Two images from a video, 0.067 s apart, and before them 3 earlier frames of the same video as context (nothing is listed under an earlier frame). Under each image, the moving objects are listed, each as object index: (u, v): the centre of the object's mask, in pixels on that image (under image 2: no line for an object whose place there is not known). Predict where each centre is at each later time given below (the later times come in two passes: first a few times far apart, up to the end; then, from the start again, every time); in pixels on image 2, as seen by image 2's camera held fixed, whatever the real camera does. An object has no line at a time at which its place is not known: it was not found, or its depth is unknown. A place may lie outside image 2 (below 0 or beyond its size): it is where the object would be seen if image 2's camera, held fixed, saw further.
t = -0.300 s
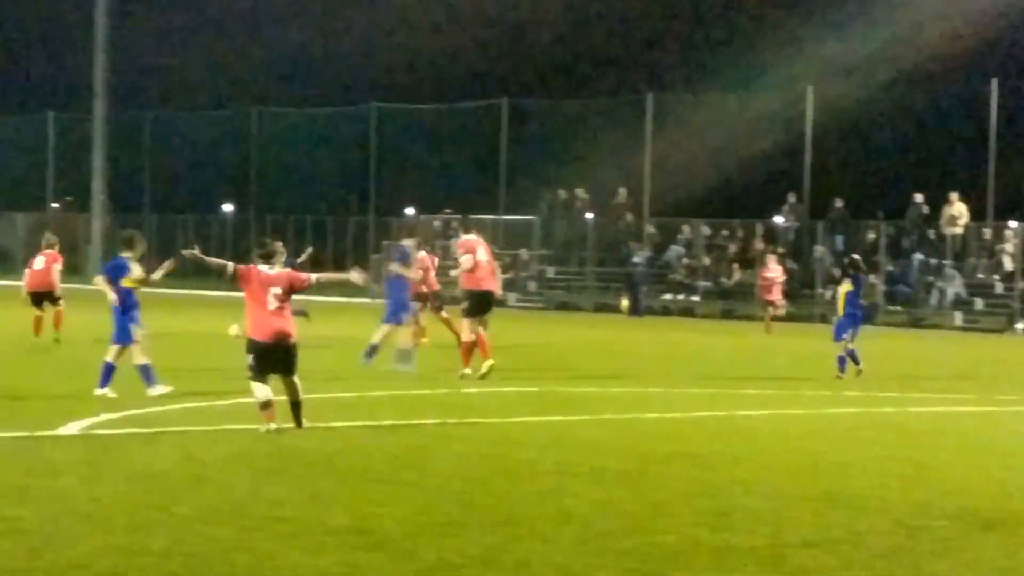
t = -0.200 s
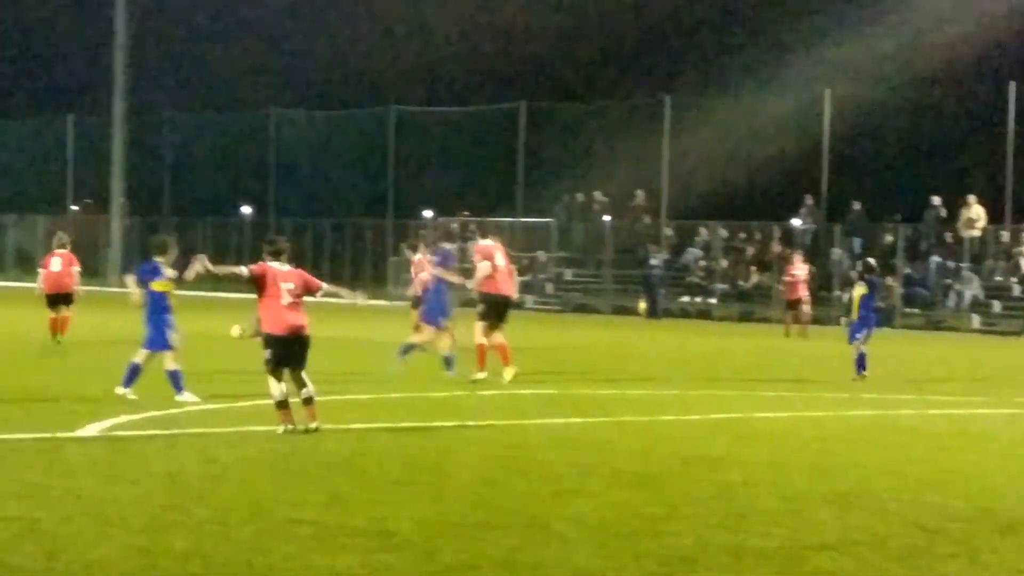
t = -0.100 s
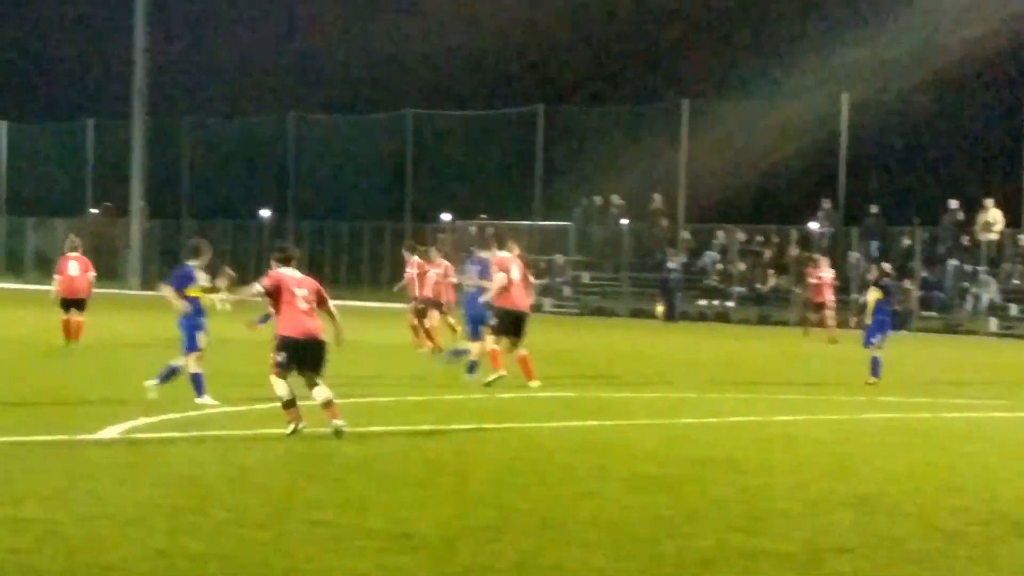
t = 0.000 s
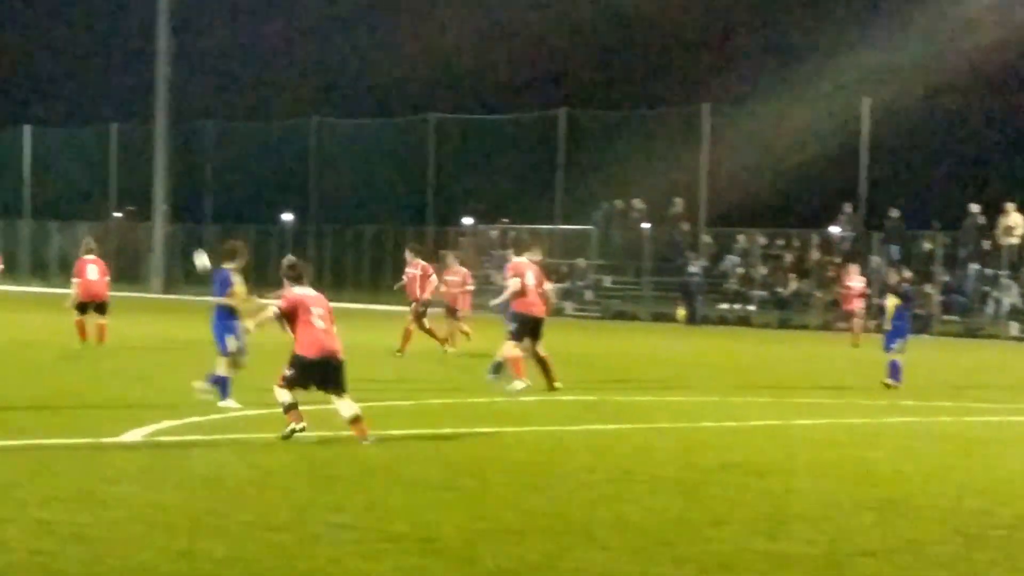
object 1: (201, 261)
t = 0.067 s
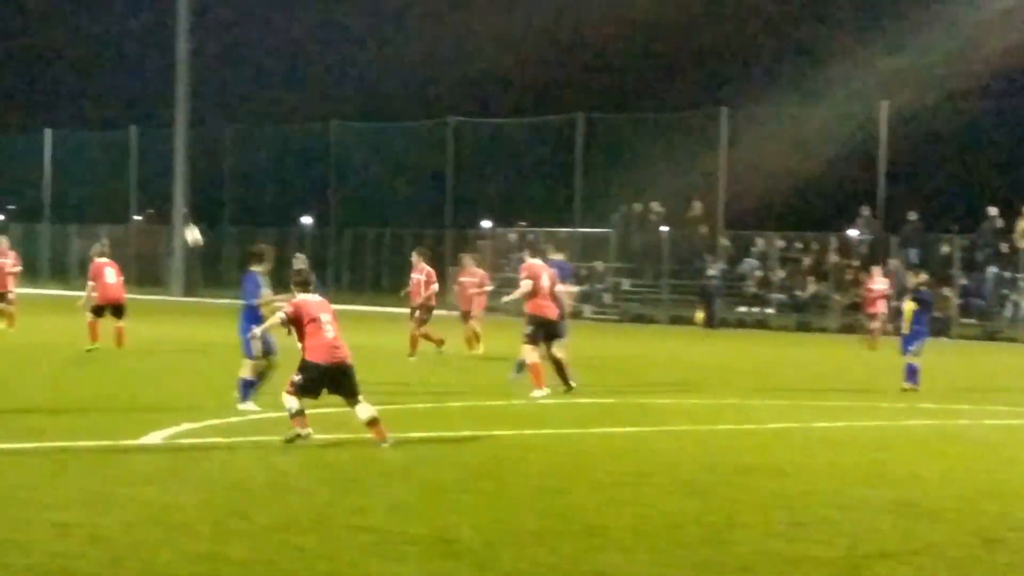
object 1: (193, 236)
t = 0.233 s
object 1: (118, 169)
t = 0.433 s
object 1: (29, 101)
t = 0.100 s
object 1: (178, 221)
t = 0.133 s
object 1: (162, 207)
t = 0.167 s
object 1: (148, 195)
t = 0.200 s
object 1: (133, 181)
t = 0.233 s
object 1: (118, 169)
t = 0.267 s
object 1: (103, 156)
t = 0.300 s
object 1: (88, 143)
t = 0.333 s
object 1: (73, 132)
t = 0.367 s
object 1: (58, 121)
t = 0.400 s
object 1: (45, 111)
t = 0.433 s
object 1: (29, 101)
